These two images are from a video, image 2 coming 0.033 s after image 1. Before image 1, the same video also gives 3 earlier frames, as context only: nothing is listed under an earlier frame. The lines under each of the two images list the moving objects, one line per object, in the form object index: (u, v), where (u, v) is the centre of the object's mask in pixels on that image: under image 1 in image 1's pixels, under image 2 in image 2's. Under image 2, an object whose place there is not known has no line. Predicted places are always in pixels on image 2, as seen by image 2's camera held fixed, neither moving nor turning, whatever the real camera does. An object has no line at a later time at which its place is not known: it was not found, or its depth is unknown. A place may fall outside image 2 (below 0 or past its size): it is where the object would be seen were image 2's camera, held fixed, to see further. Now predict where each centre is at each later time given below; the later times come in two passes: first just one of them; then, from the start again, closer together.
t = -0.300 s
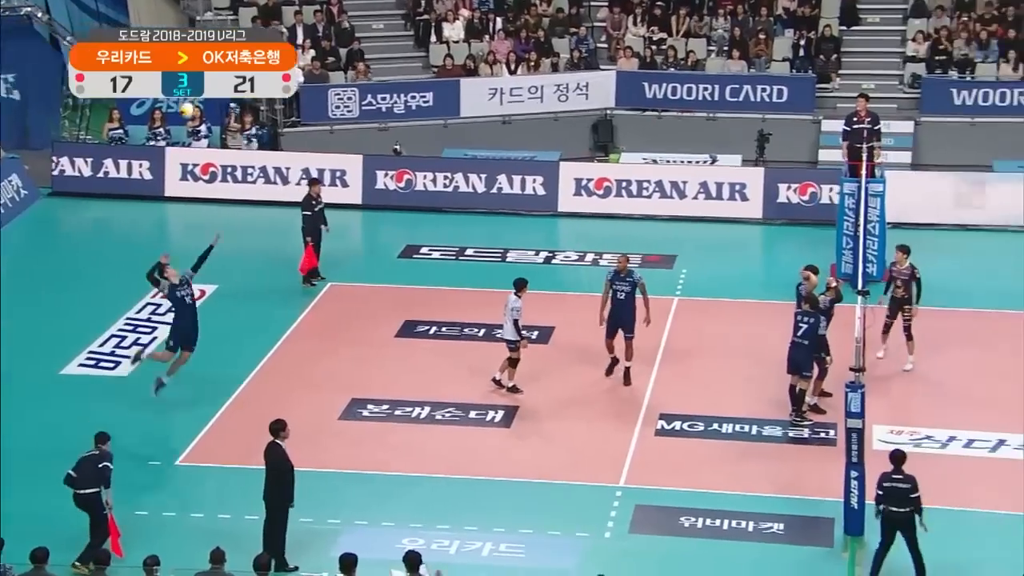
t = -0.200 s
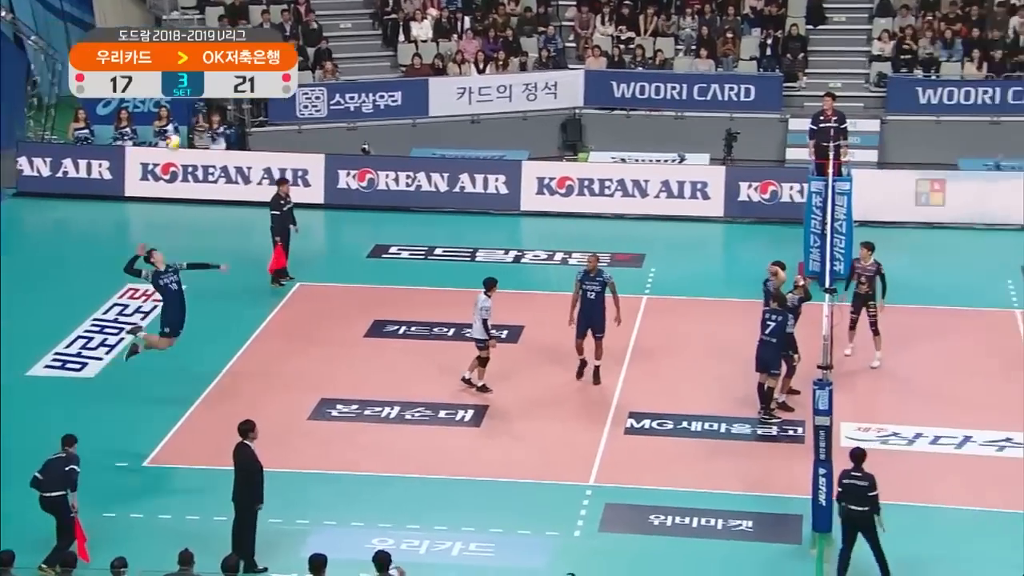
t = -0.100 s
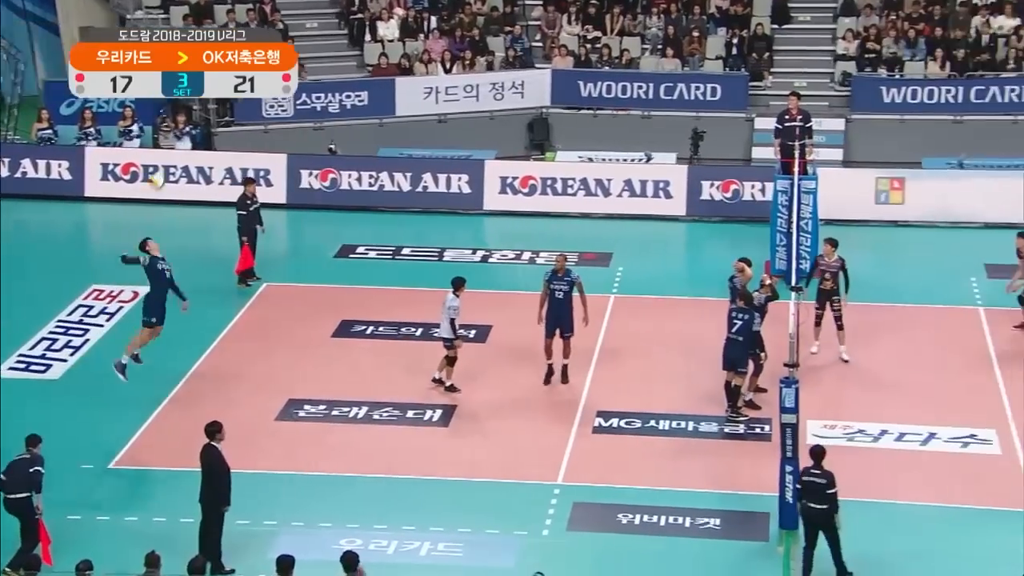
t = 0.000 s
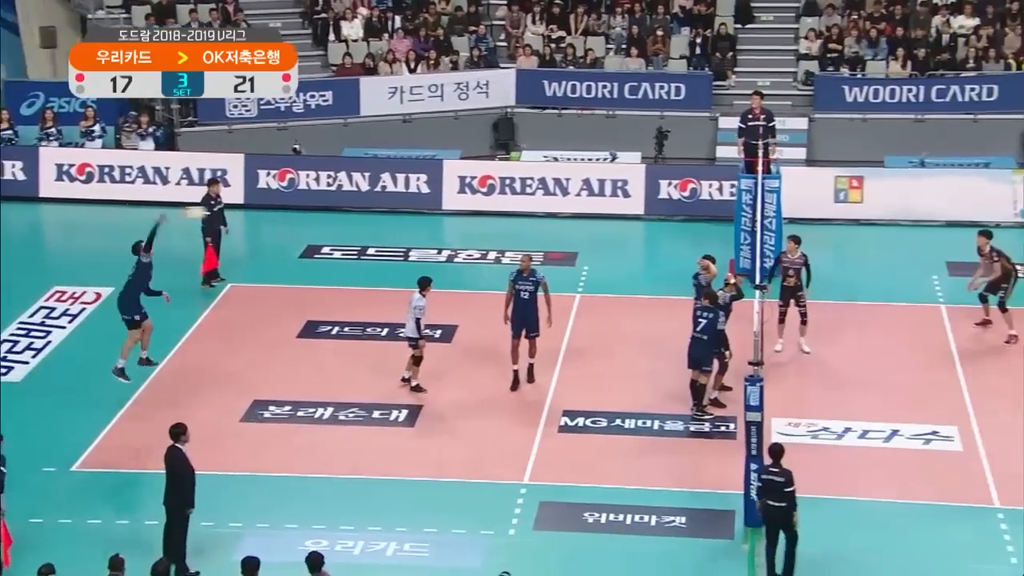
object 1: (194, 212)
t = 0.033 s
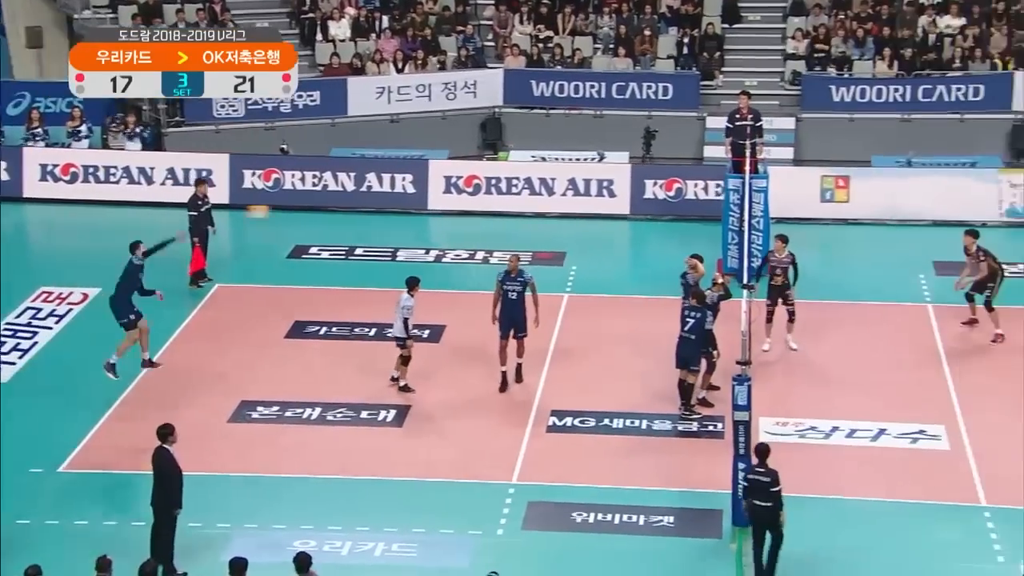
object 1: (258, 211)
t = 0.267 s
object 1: (734, 248)
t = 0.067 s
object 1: (332, 211)
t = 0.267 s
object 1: (734, 248)
